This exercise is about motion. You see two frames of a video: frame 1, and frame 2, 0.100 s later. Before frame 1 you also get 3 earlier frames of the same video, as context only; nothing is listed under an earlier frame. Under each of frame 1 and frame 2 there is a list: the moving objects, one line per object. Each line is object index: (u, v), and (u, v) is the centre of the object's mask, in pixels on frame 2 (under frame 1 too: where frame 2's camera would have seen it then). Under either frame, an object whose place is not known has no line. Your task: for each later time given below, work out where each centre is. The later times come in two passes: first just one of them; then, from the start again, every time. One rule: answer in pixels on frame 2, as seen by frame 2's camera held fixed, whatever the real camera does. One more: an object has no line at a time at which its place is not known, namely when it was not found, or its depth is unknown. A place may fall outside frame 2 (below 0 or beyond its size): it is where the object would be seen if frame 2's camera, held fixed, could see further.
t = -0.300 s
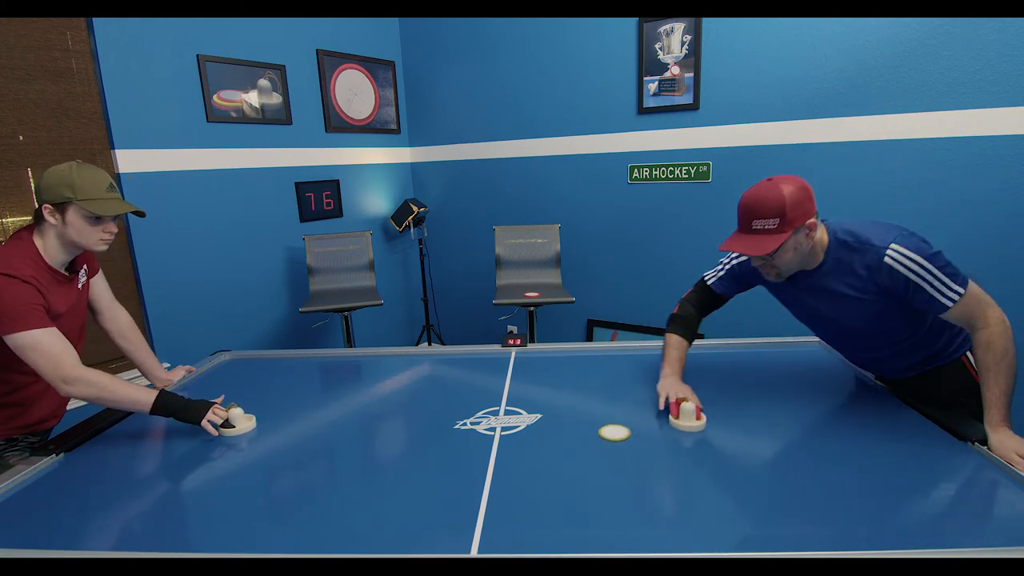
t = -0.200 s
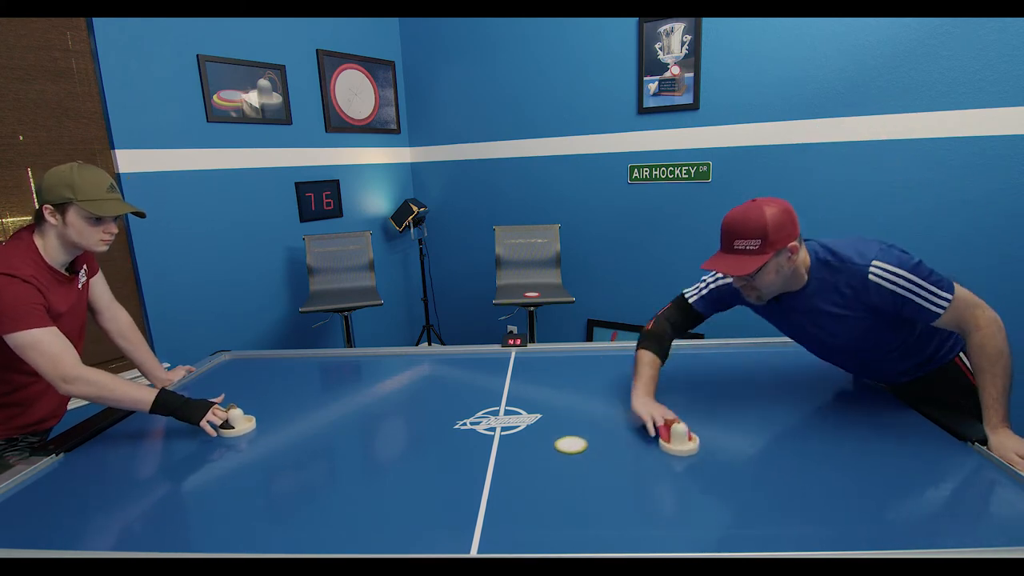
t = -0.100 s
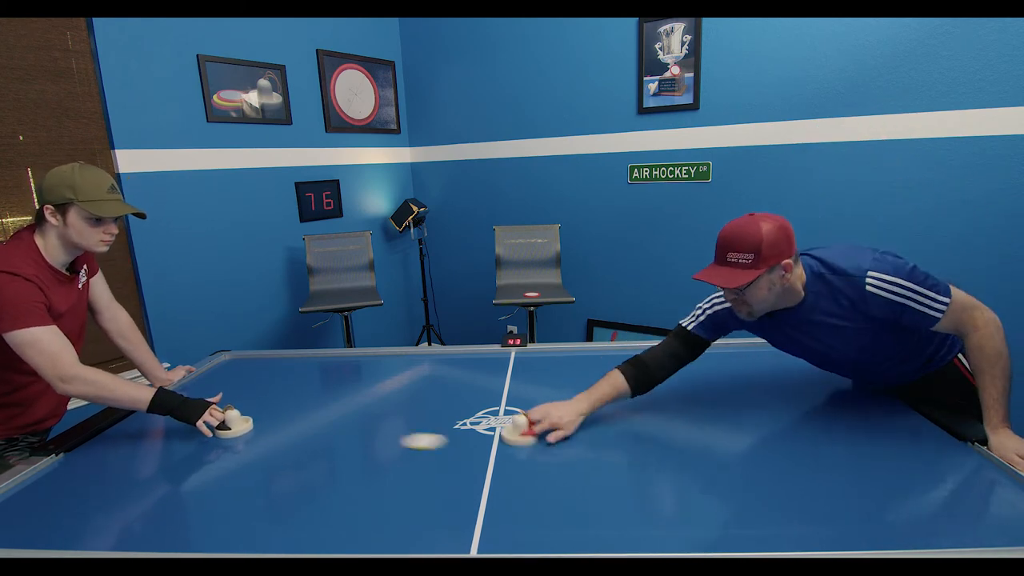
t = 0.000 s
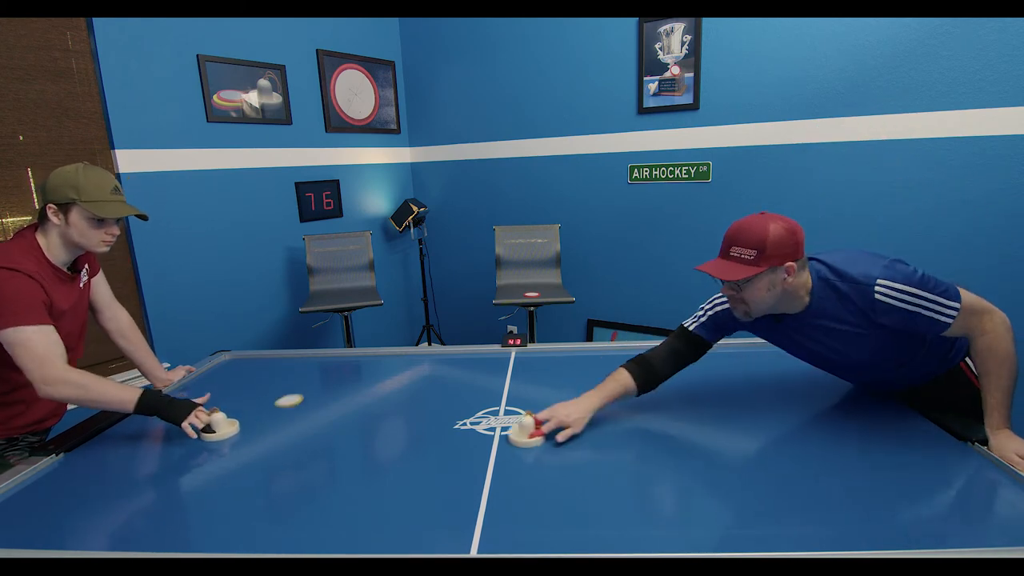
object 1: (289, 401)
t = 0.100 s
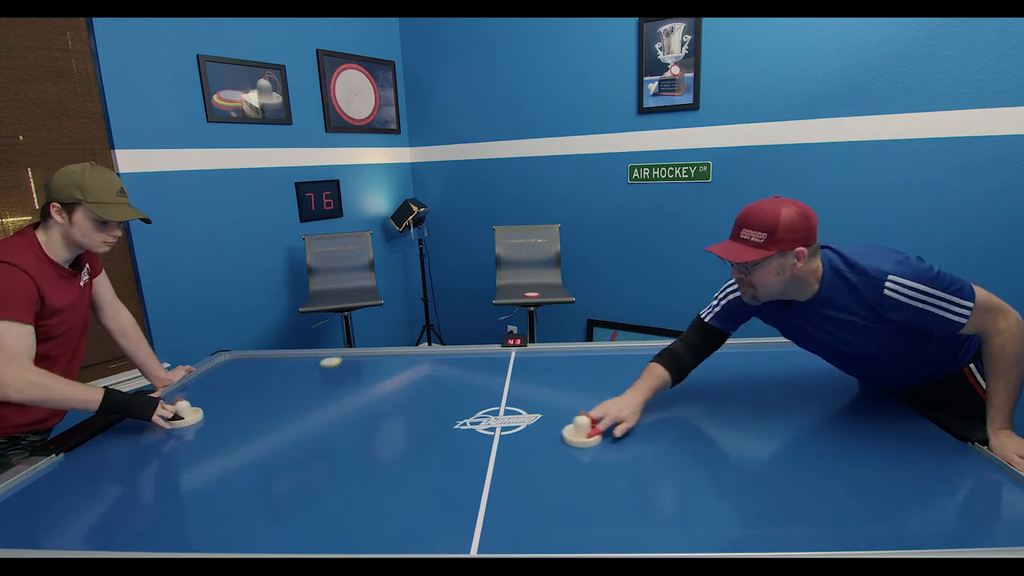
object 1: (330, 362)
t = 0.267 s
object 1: (273, 436)
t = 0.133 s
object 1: (322, 373)
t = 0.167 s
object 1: (311, 386)
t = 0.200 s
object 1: (300, 401)
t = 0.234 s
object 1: (288, 417)
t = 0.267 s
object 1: (273, 436)
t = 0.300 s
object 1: (256, 458)
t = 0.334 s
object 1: (236, 484)
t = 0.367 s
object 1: (212, 514)
